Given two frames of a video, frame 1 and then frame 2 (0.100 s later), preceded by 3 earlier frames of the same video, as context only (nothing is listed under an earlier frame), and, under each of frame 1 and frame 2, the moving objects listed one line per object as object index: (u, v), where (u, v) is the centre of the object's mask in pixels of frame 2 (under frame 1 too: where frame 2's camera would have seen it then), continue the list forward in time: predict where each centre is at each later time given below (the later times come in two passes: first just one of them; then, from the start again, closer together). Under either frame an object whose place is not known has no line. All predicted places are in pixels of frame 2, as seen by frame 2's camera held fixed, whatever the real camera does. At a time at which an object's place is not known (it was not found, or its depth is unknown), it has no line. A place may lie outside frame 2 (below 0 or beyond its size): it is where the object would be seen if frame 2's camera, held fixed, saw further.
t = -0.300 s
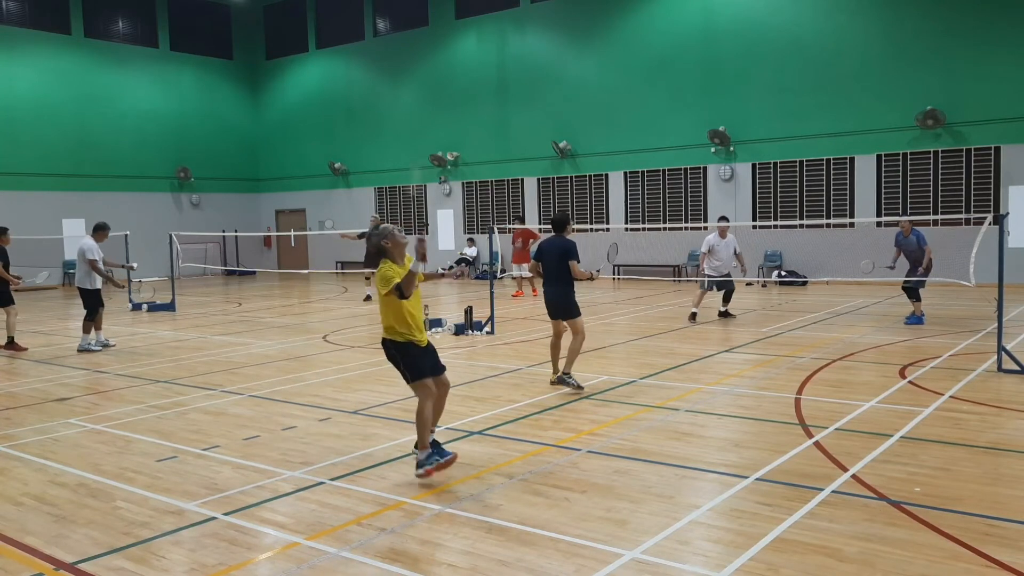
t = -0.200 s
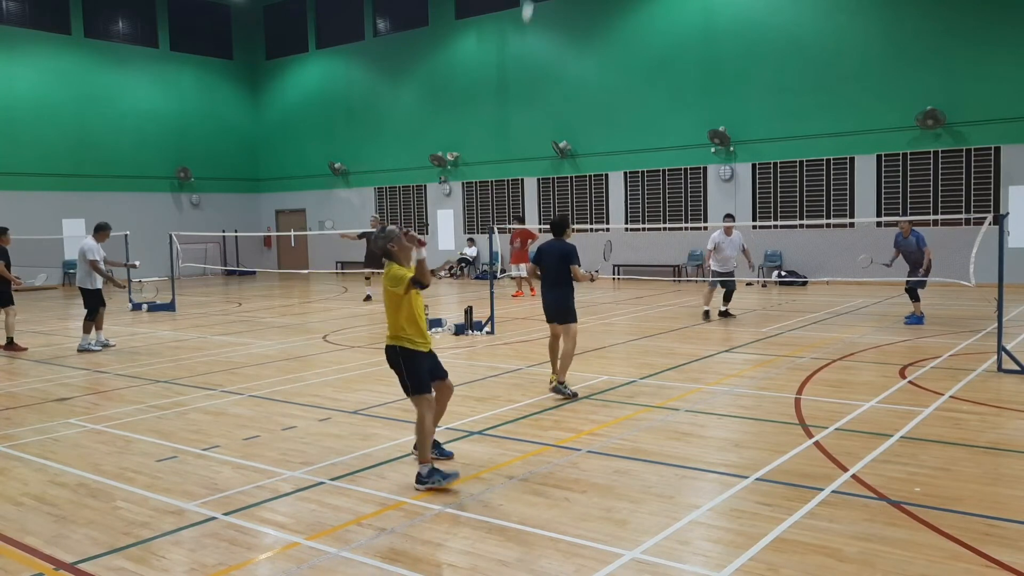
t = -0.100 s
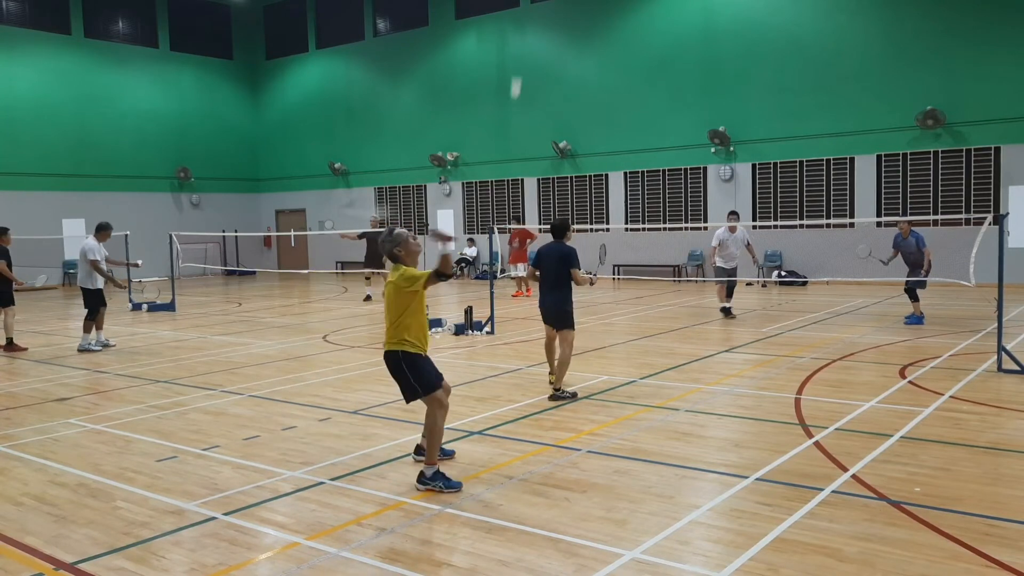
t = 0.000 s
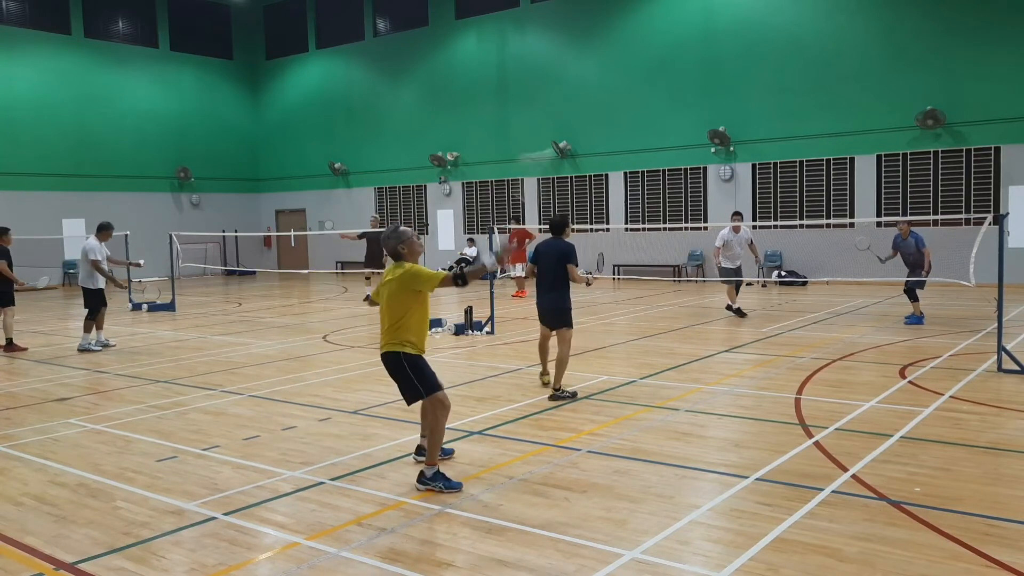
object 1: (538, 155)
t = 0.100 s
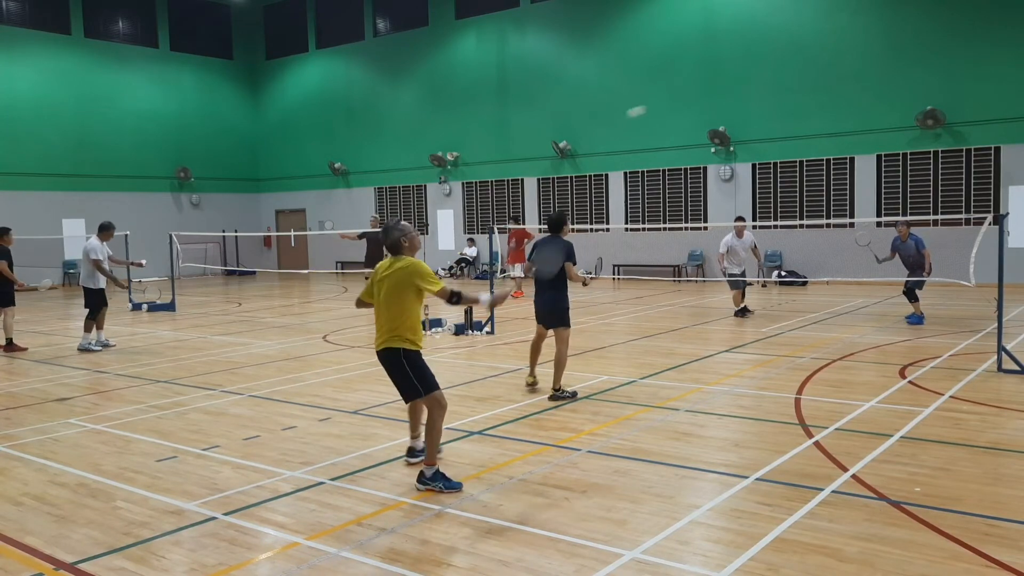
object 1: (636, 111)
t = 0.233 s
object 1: (709, 99)
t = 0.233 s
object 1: (709, 99)
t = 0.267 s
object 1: (722, 99)
